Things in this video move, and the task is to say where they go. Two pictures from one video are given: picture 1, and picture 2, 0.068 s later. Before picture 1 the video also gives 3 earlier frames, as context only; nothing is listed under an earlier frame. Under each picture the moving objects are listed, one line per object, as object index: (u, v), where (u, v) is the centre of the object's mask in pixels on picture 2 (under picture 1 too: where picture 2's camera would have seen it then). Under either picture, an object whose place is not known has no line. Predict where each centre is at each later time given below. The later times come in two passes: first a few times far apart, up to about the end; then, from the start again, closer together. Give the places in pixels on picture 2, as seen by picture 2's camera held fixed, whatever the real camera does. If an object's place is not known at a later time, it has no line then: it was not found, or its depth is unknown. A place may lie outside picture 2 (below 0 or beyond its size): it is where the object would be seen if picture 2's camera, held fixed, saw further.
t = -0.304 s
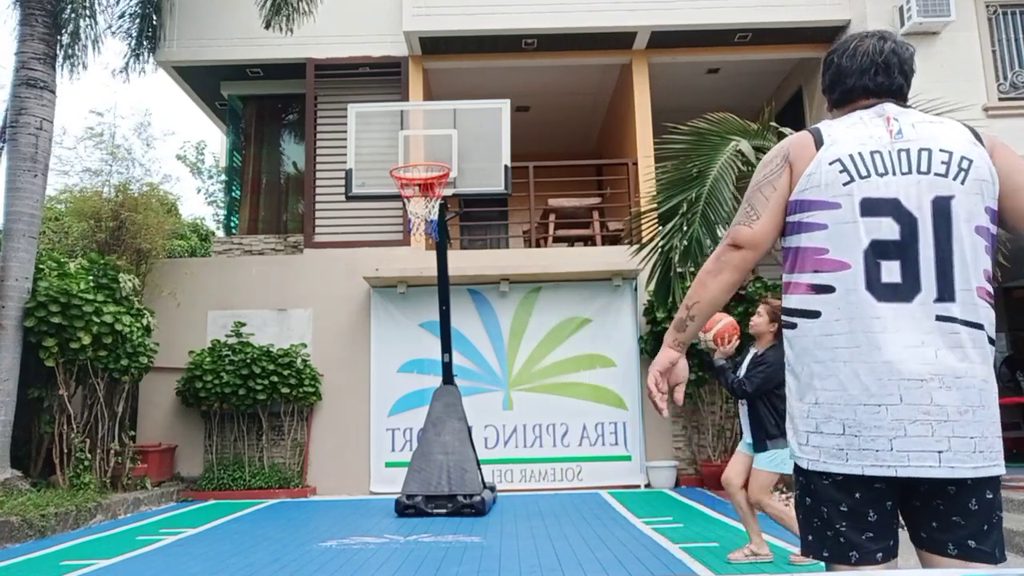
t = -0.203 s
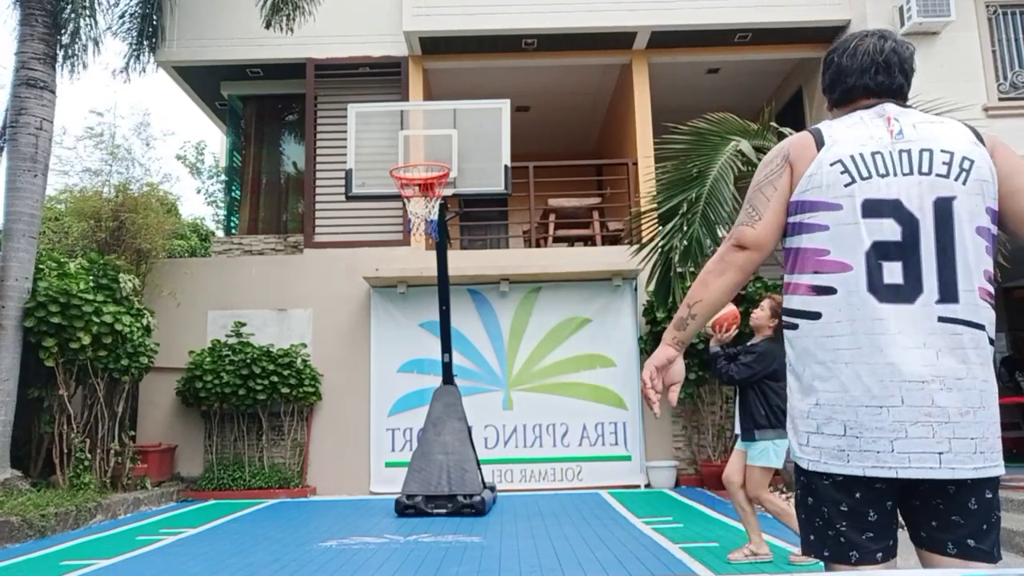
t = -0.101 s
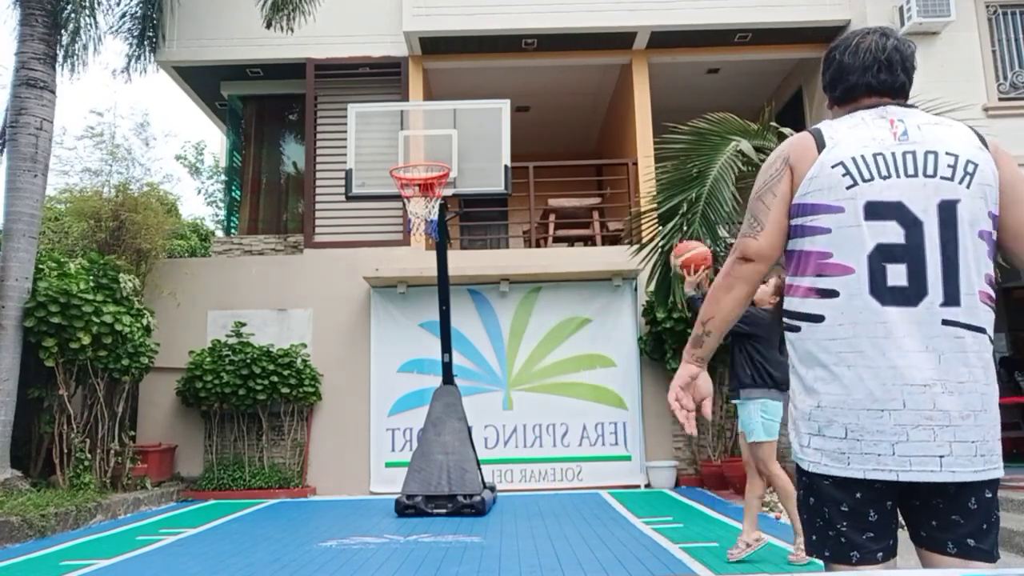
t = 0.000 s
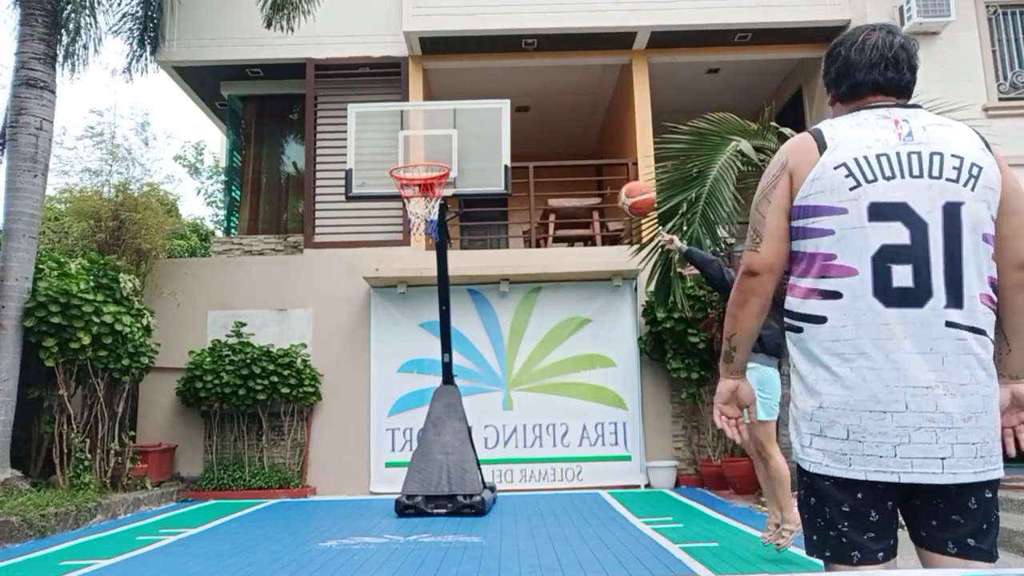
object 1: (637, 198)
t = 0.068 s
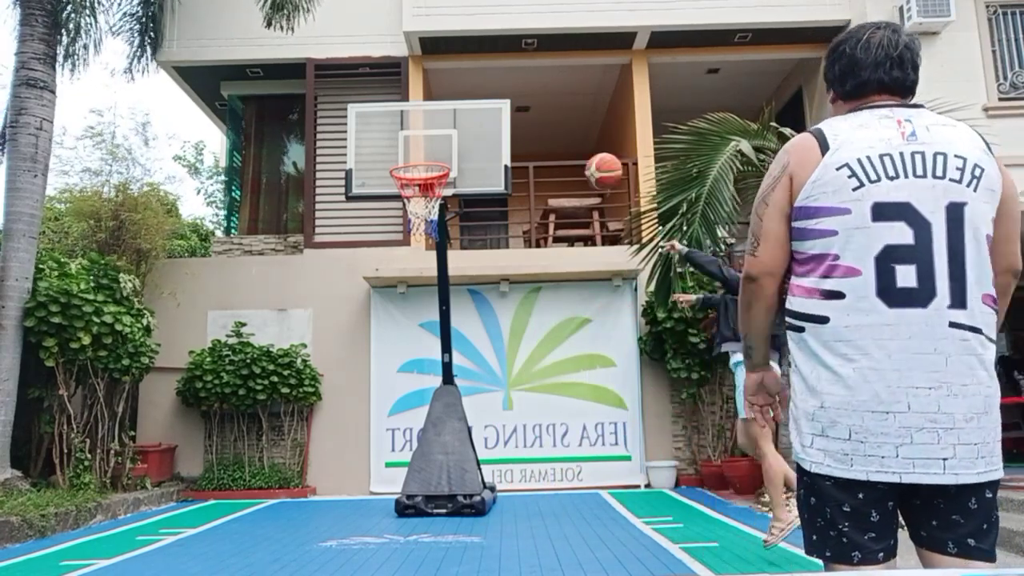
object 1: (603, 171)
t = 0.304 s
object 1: (506, 130)
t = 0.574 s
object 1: (421, 162)
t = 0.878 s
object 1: (380, 167)
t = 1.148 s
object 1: (344, 241)
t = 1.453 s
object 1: (300, 449)
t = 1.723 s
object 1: (257, 399)
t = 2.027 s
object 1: (206, 291)
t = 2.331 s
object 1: (146, 305)
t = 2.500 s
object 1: (107, 375)
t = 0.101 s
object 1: (588, 160)
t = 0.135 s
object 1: (573, 151)
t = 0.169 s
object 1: (558, 143)
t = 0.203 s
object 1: (544, 137)
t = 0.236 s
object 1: (531, 133)
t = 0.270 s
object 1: (518, 130)
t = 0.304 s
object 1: (506, 130)
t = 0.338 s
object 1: (493, 130)
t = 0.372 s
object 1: (481, 132)
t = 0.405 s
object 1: (470, 135)
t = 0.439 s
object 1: (459, 138)
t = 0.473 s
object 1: (448, 144)
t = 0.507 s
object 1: (438, 150)
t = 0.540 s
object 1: (428, 159)
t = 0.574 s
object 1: (421, 162)
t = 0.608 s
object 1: (416, 162)
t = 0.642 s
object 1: (411, 161)
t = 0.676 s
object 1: (407, 162)
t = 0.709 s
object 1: (402, 162)
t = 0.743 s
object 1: (398, 162)
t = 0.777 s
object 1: (393, 162)
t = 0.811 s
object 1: (389, 162)
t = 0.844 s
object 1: (384, 164)
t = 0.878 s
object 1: (380, 167)
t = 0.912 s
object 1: (376, 172)
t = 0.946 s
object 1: (372, 177)
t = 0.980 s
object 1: (368, 183)
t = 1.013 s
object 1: (363, 192)
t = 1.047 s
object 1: (359, 201)
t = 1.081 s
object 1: (354, 213)
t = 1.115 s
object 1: (349, 227)
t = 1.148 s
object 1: (344, 241)
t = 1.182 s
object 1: (341, 257)
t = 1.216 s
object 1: (336, 275)
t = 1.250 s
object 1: (330, 294)
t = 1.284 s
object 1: (326, 316)
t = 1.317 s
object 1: (321, 339)
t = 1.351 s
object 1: (315, 362)
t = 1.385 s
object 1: (310, 390)
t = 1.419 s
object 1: (306, 418)
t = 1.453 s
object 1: (300, 449)
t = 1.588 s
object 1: (278, 484)
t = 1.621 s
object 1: (273, 460)
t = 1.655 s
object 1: (268, 438)
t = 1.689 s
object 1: (263, 418)
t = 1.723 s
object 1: (257, 399)
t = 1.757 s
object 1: (252, 381)
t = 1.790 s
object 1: (247, 364)
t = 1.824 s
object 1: (241, 349)
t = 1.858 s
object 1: (236, 336)
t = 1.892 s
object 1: (230, 324)
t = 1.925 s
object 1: (224, 314)
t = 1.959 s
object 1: (218, 305)
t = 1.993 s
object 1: (212, 297)
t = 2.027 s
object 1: (206, 291)
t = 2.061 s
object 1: (200, 286)
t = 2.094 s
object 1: (194, 283)
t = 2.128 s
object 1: (187, 282)
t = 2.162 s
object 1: (181, 282)
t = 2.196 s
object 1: (174, 283)
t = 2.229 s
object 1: (167, 286)
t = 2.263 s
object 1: (160, 291)
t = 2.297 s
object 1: (153, 297)
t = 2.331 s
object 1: (146, 305)
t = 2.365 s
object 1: (138, 315)
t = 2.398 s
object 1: (131, 327)
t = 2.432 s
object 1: (123, 341)
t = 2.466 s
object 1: (115, 357)
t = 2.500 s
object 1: (107, 375)
